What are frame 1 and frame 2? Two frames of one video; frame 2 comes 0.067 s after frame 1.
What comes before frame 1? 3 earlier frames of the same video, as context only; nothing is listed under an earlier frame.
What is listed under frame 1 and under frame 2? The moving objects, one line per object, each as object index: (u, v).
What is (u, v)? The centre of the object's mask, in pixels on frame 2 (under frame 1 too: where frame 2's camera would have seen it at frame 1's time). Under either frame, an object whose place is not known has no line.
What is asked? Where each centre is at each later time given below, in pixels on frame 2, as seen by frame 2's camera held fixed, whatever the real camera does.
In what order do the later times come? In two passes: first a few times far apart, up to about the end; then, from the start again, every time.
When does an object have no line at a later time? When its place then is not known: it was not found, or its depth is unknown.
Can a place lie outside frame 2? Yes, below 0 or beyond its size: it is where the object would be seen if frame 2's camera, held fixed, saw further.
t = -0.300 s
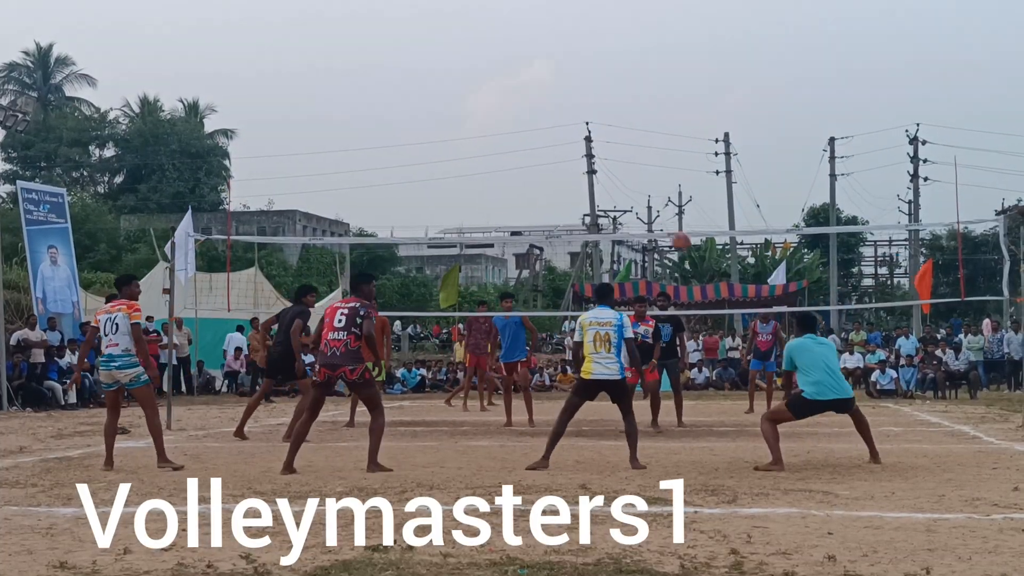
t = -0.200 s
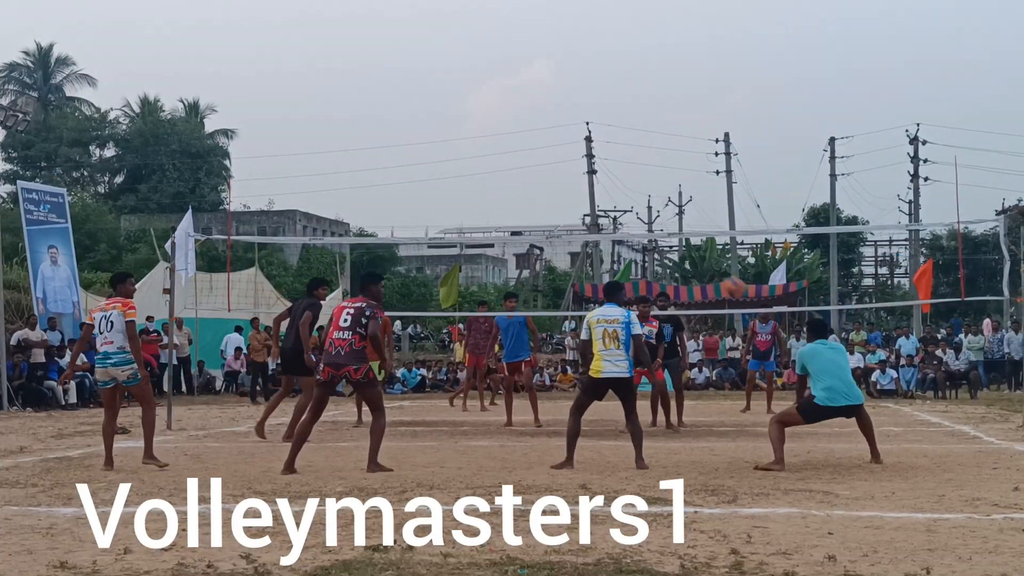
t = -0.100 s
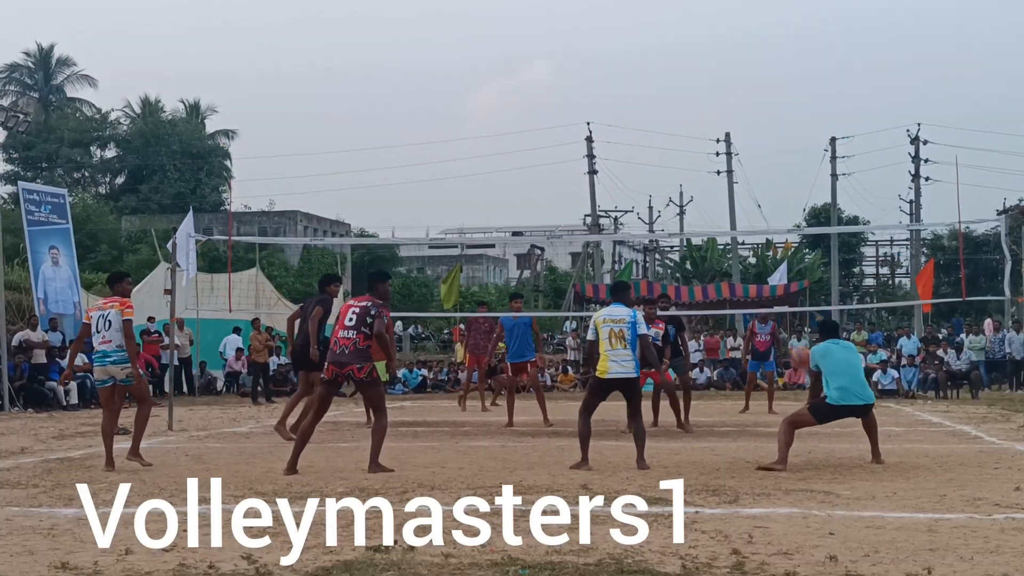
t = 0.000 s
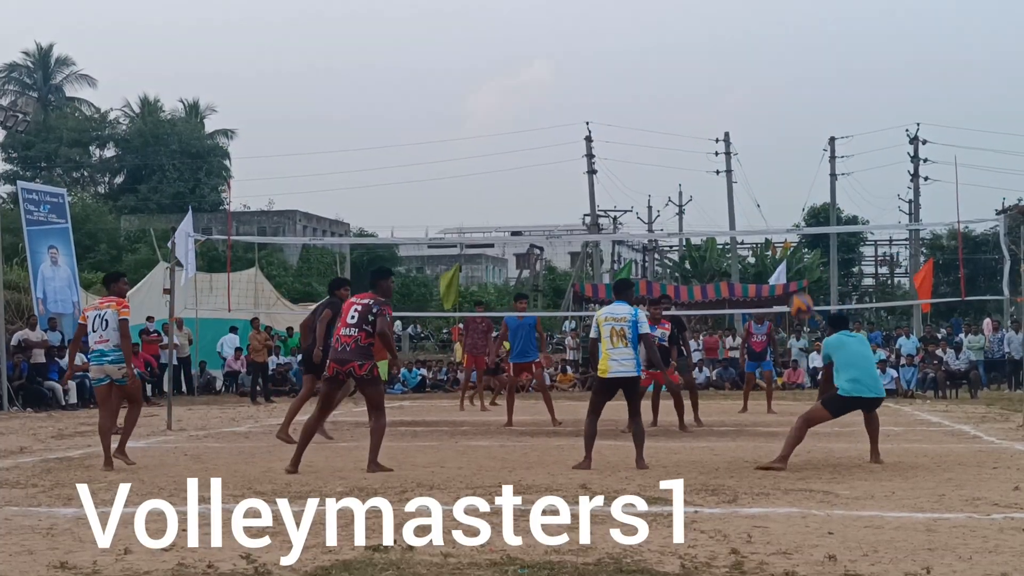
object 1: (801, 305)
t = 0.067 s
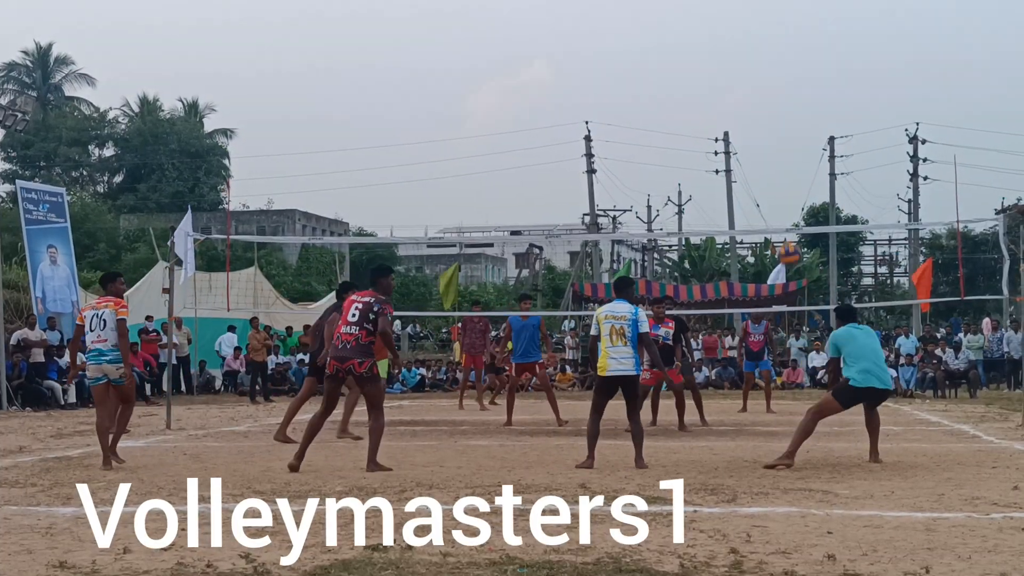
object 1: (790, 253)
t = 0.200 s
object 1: (768, 172)
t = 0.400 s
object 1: (740, 90)
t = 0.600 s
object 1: (714, 52)
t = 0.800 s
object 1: (691, 52)
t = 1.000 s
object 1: (670, 87)
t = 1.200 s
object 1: (650, 151)
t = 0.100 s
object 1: (784, 232)
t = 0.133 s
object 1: (778, 211)
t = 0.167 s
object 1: (773, 191)
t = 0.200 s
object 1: (768, 172)
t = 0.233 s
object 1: (763, 155)
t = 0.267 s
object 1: (758, 140)
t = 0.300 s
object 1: (753, 126)
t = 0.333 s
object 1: (749, 112)
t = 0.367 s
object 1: (744, 101)
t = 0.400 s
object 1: (740, 90)
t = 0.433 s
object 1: (735, 81)
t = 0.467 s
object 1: (731, 73)
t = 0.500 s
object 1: (726, 66)
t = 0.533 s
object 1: (722, 60)
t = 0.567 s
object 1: (718, 56)
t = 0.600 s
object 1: (714, 52)
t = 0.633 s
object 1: (710, 49)
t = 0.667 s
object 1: (706, 48)
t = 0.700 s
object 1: (702, 47)
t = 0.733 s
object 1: (699, 48)
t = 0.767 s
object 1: (695, 50)
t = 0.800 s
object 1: (691, 52)
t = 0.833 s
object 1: (687, 56)
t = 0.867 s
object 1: (684, 60)
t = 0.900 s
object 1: (680, 65)
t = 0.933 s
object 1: (677, 72)
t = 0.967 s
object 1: (673, 79)
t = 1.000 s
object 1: (670, 87)
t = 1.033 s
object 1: (667, 95)
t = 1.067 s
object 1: (663, 105)
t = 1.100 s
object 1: (660, 115)
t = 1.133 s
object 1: (657, 127)
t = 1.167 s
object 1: (653, 139)
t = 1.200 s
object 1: (650, 151)
